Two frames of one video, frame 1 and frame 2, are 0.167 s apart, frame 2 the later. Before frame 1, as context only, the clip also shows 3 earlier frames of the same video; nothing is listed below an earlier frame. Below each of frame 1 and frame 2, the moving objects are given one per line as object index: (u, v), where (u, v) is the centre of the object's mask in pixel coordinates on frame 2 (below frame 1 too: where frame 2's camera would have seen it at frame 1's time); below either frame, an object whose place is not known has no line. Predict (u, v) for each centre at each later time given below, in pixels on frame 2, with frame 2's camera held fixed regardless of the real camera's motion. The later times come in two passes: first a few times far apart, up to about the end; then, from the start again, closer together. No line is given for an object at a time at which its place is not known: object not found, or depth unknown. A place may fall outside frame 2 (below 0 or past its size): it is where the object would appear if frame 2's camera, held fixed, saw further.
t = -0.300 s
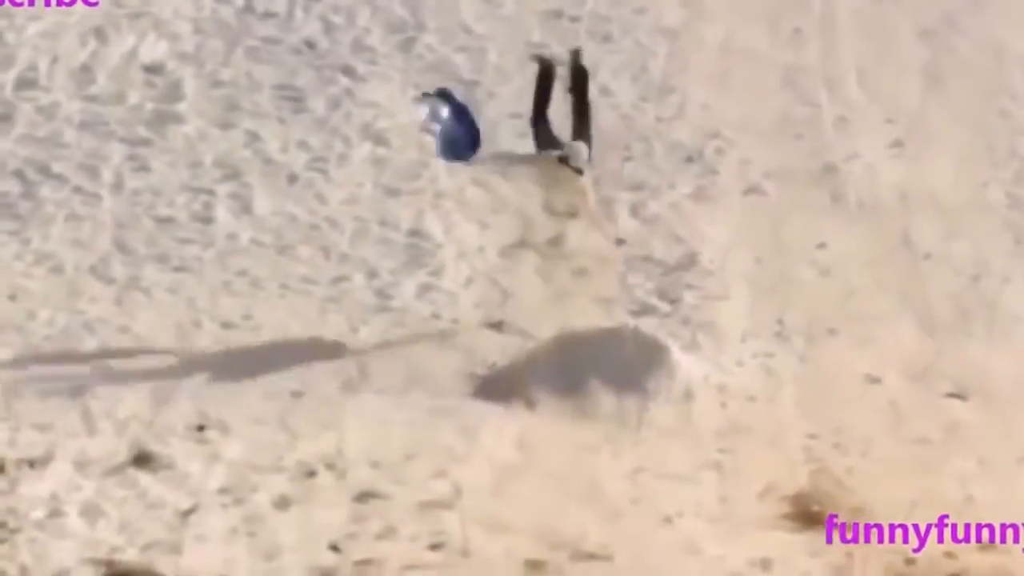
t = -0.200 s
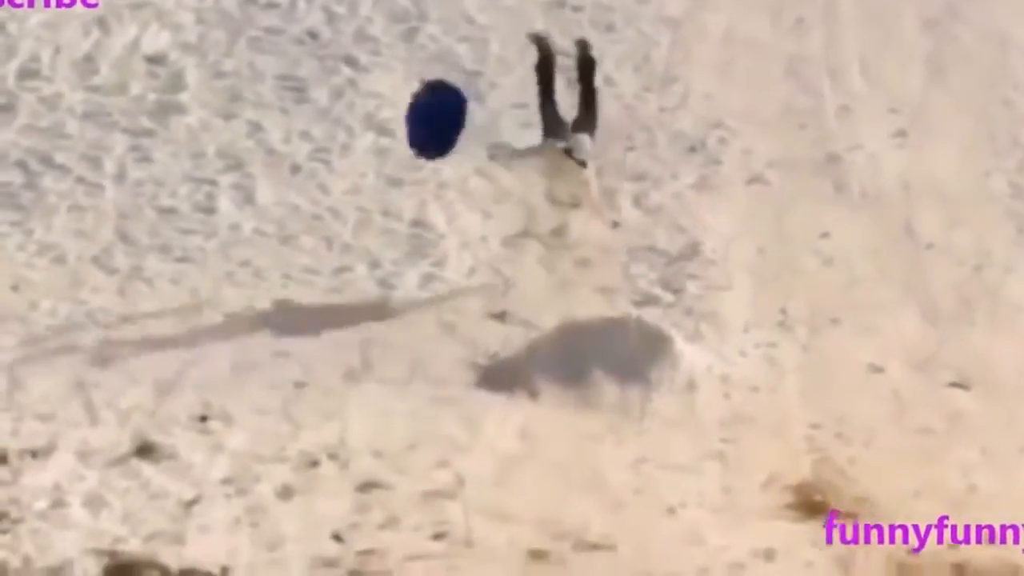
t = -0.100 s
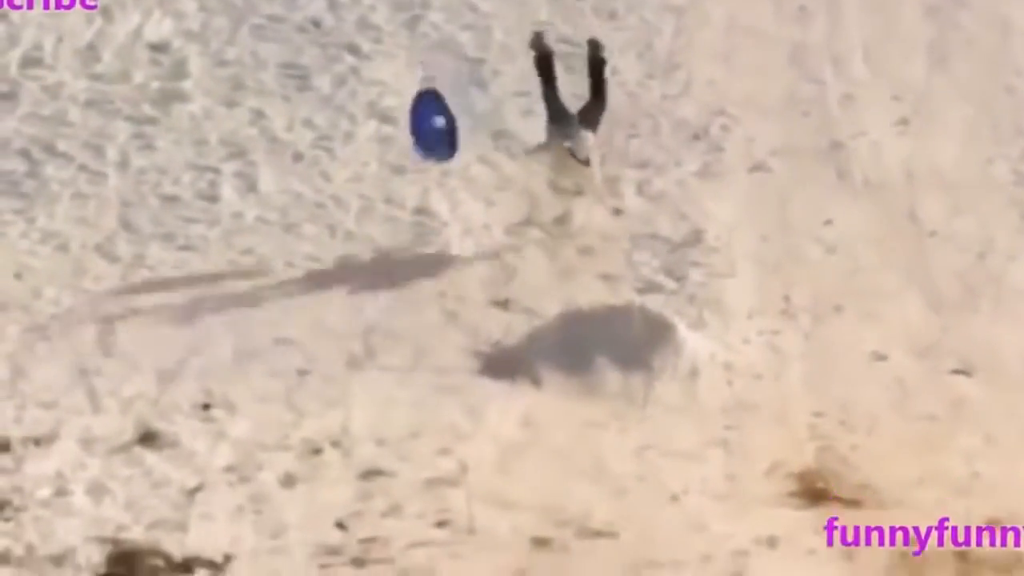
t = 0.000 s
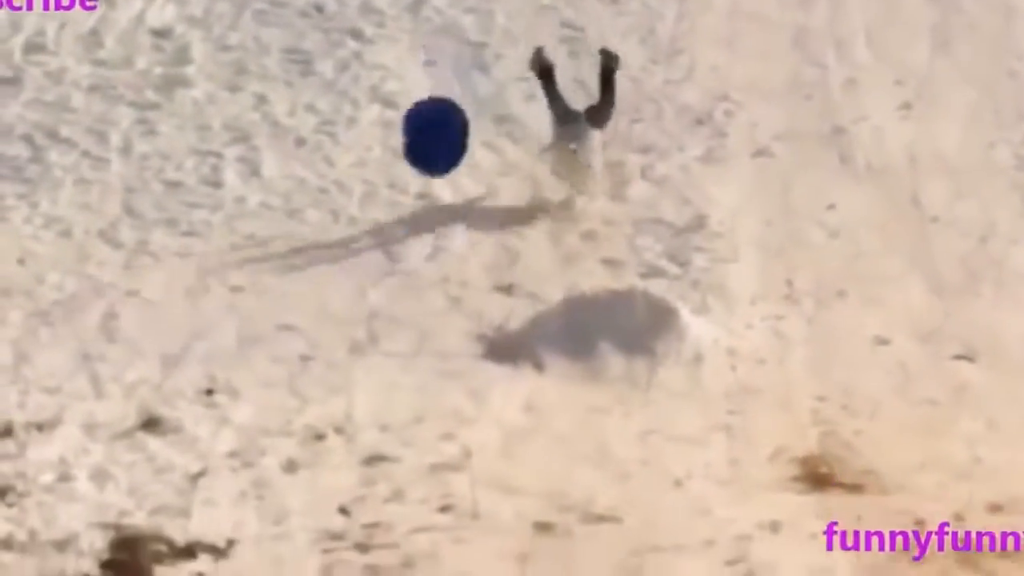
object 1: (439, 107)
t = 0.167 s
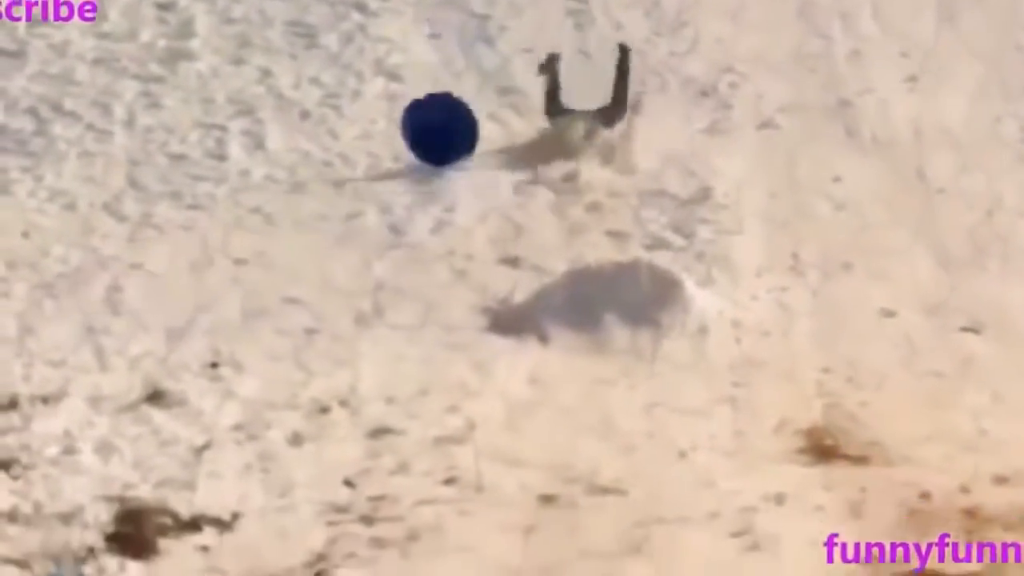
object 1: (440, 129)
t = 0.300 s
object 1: (431, 123)
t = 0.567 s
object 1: (418, 111)
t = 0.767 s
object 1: (419, 108)
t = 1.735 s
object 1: (414, 110)
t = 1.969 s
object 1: (421, 113)
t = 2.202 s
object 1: (424, 111)
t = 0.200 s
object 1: (438, 127)
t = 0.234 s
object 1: (436, 126)
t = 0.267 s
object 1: (433, 125)
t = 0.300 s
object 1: (431, 123)
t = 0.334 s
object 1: (430, 121)
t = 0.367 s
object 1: (428, 120)
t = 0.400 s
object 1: (427, 116)
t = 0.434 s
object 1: (423, 118)
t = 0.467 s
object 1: (420, 119)
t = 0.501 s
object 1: (419, 115)
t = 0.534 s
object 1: (419, 113)
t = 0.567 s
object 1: (418, 111)
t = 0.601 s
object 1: (418, 109)
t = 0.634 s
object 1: (418, 107)
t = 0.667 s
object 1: (419, 107)
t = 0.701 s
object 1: (418, 107)
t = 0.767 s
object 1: (419, 108)
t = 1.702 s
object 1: (414, 111)
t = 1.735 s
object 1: (414, 110)
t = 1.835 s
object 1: (415, 110)
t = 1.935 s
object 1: (421, 114)
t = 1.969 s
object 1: (421, 113)
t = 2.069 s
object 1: (421, 113)
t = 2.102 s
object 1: (424, 112)
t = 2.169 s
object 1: (426, 113)
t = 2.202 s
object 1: (424, 111)
